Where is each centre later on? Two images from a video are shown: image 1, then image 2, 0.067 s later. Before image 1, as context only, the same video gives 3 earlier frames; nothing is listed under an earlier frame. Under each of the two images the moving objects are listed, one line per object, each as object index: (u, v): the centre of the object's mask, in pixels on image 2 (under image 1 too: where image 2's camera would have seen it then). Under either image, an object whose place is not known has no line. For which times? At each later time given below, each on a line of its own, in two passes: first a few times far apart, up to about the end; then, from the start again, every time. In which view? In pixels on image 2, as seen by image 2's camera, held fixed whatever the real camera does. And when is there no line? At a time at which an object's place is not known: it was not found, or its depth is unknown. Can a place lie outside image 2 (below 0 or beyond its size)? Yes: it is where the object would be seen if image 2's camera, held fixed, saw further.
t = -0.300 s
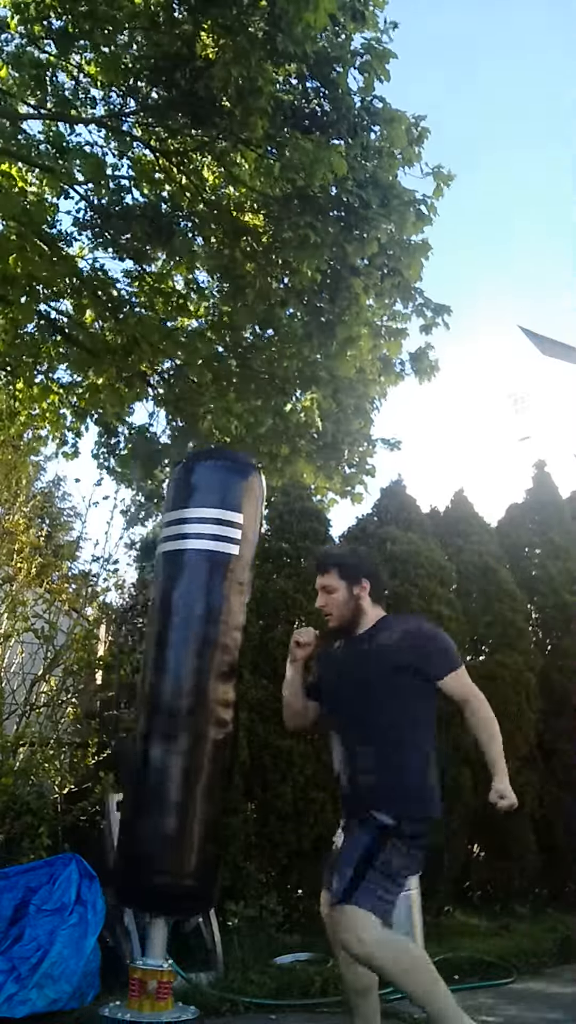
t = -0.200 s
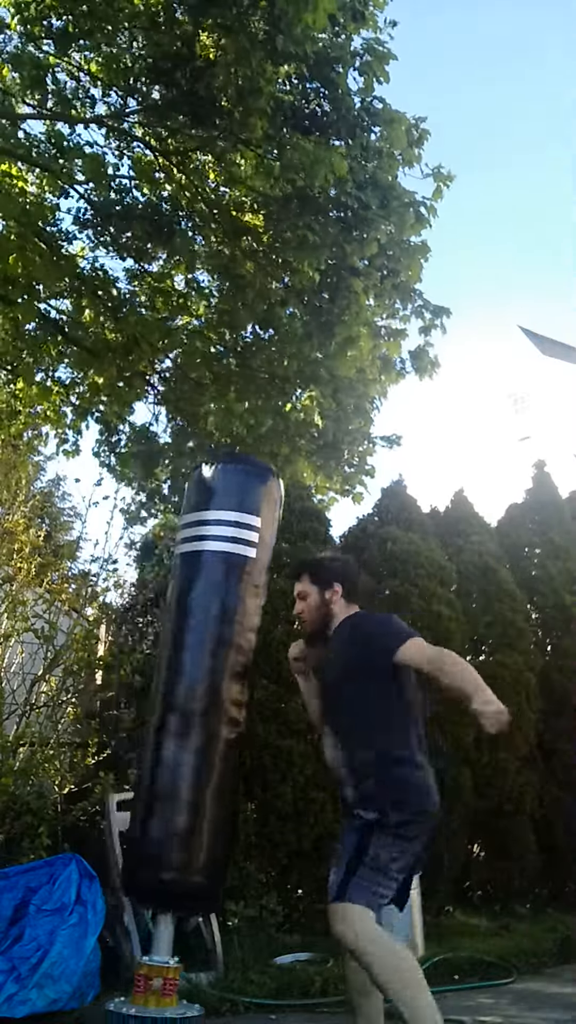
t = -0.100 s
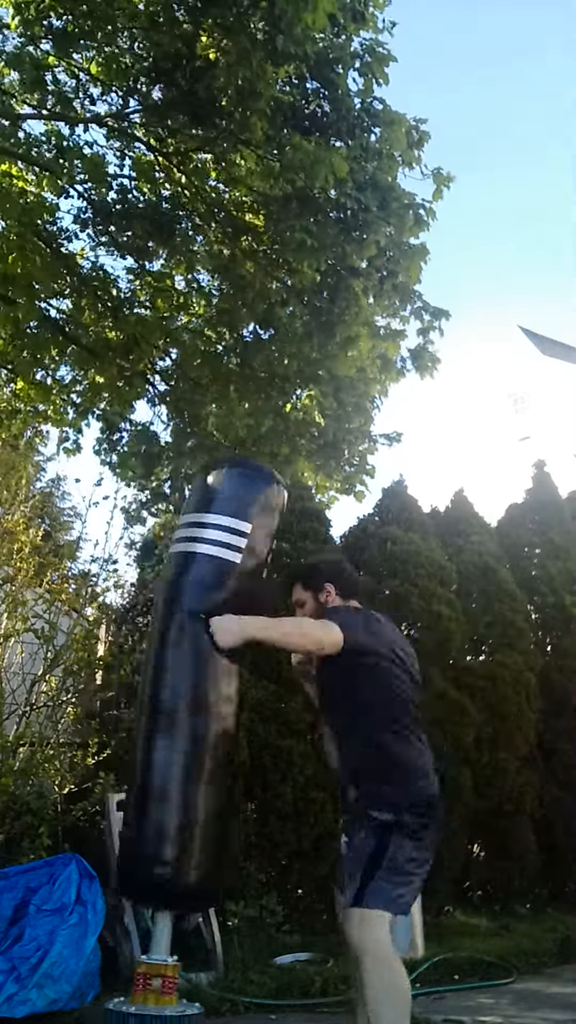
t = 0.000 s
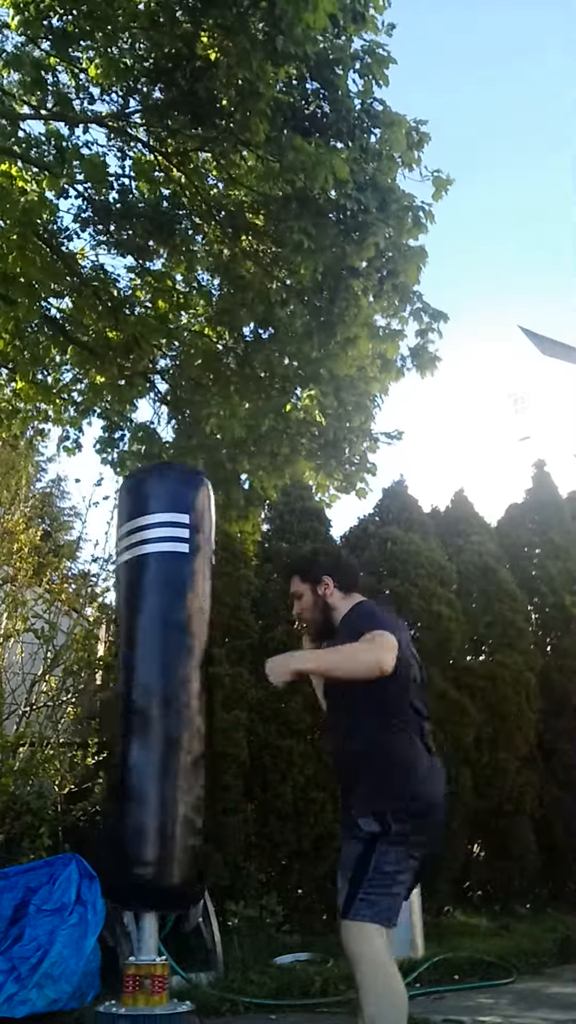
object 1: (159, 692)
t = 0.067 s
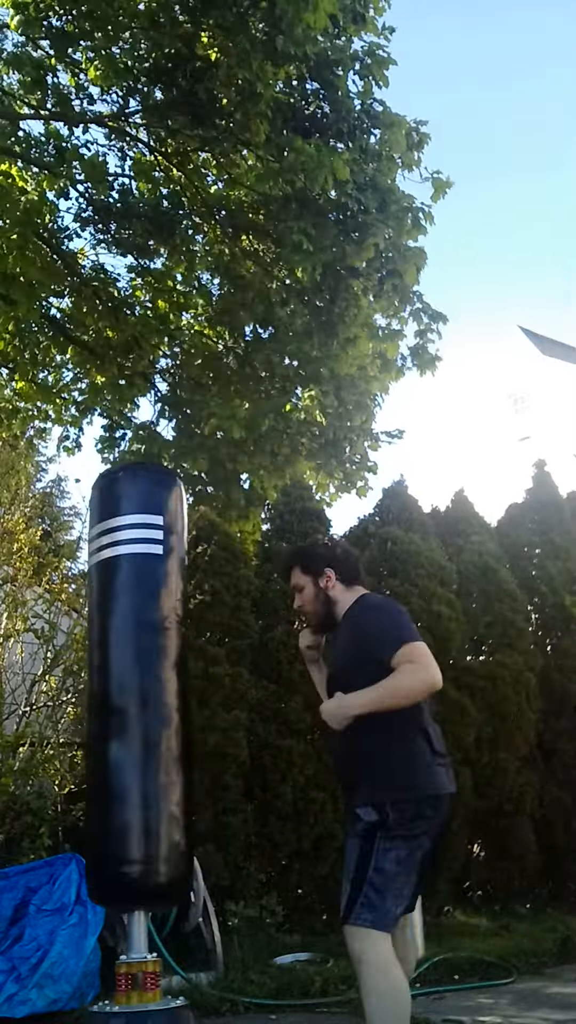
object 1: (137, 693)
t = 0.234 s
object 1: (101, 688)
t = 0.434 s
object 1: (101, 684)
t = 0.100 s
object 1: (126, 689)
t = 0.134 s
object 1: (118, 690)
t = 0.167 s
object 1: (112, 691)
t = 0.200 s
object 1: (104, 687)
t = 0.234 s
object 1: (101, 688)
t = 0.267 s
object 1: (98, 687)
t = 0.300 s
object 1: (96, 686)
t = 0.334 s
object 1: (96, 686)
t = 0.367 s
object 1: (96, 685)
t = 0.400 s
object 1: (98, 685)
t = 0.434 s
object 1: (101, 684)
